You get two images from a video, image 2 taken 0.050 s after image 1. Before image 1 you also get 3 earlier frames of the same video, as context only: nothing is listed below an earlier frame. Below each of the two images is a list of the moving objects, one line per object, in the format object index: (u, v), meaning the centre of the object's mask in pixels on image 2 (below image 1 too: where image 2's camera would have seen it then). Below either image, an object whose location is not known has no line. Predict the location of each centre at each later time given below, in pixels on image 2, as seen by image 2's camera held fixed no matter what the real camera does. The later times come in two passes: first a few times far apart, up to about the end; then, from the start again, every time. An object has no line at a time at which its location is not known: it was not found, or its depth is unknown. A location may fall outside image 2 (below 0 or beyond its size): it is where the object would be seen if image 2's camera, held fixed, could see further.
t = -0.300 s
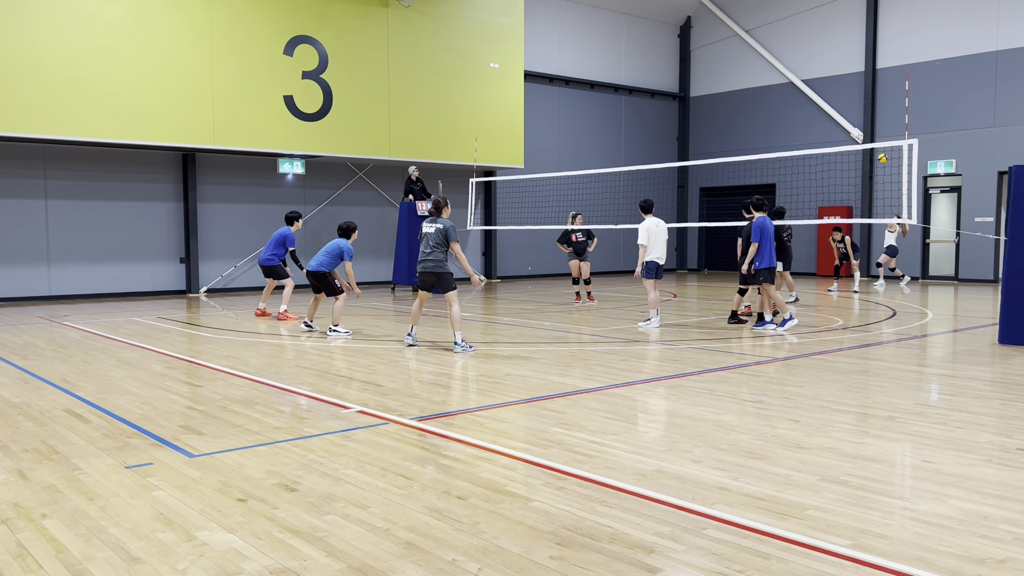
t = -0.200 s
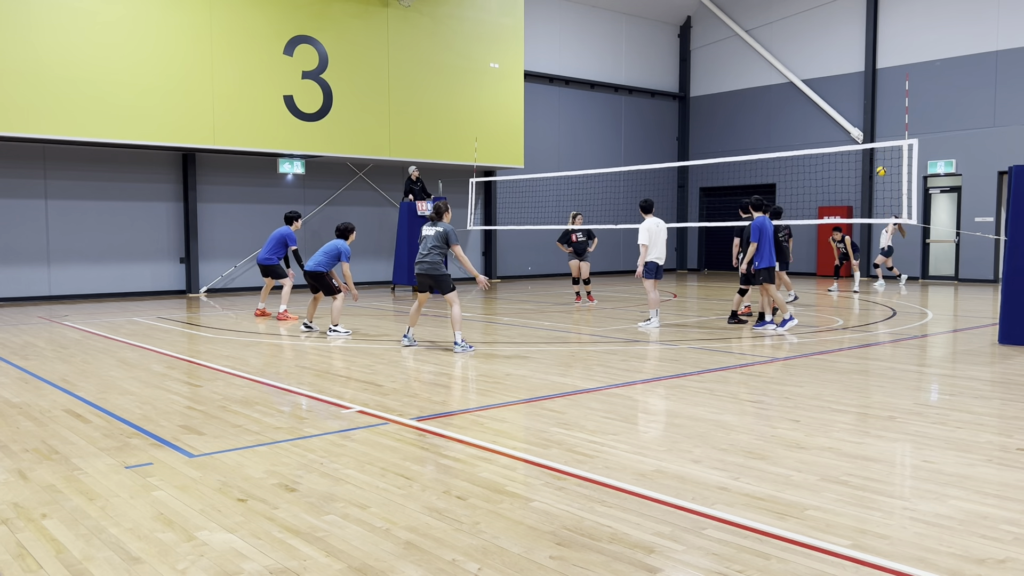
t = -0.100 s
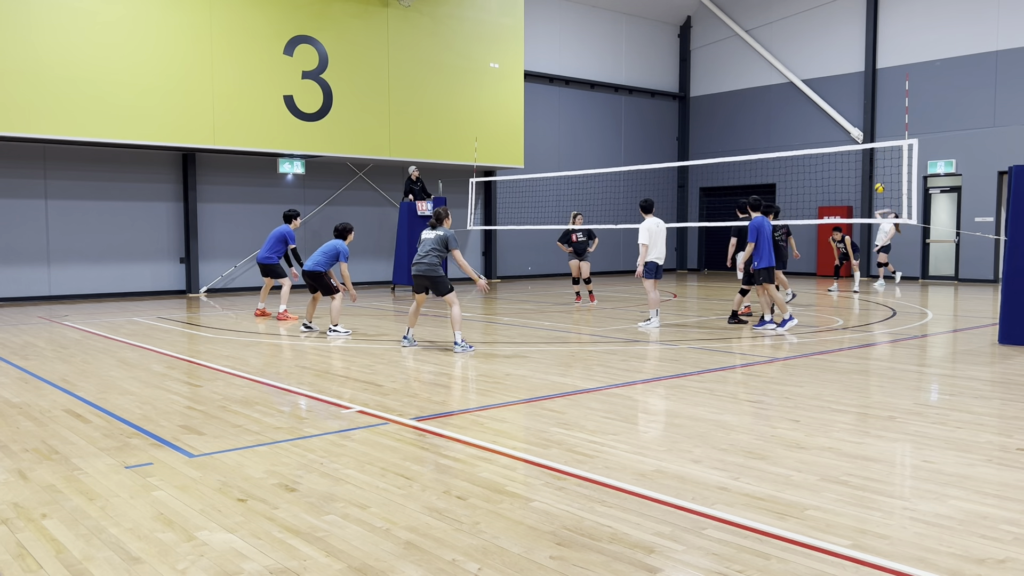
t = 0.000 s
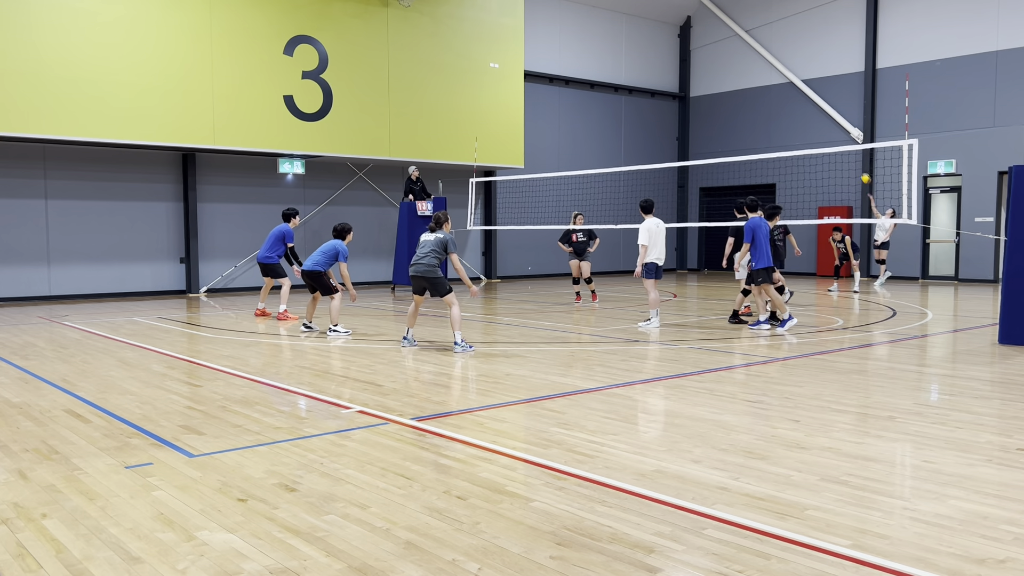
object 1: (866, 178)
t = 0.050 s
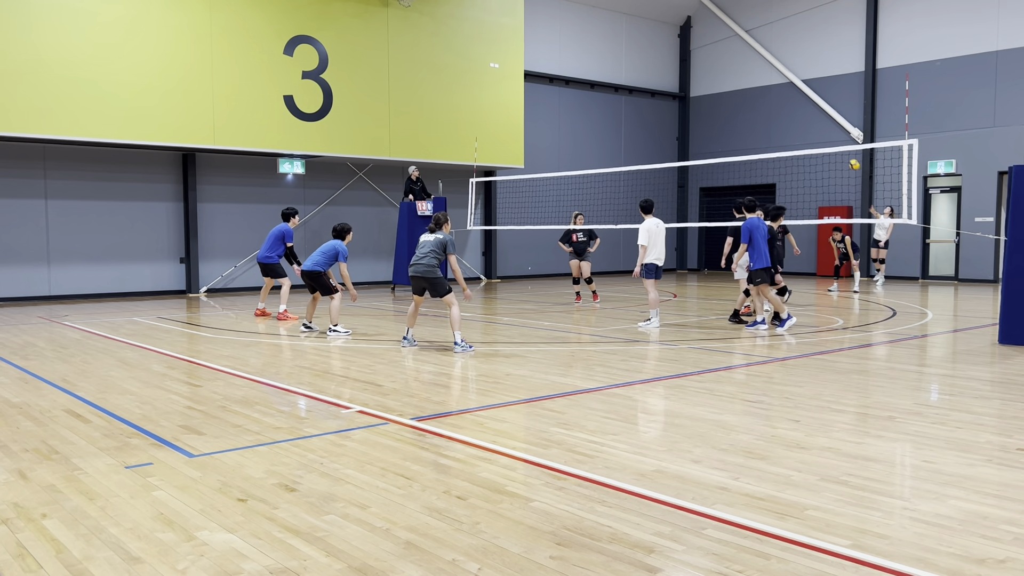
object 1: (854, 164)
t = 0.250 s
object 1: (805, 118)
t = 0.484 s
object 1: (742, 83)
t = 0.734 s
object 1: (665, 75)
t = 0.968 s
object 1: (583, 102)
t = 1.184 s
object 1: (498, 163)
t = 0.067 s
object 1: (850, 160)
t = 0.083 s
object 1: (847, 156)
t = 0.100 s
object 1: (842, 154)
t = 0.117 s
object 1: (838, 146)
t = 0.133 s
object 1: (834, 142)
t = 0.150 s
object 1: (830, 139)
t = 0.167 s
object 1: (826, 135)
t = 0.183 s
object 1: (822, 132)
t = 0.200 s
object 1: (818, 128)
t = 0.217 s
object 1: (814, 125)
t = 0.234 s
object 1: (809, 121)
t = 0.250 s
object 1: (805, 118)
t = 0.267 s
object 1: (801, 115)
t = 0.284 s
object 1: (797, 112)
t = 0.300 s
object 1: (792, 108)
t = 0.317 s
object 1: (788, 105)
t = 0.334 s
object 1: (783, 102)
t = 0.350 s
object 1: (779, 100)
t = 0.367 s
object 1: (775, 97)
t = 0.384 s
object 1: (770, 95)
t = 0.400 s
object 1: (765, 93)
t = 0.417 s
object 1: (761, 91)
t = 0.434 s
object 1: (756, 88)
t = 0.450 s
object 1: (751, 87)
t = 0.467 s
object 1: (747, 84)
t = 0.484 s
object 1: (742, 83)
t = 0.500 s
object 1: (737, 81)
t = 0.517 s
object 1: (733, 80)
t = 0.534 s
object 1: (727, 78)
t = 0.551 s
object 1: (723, 77)
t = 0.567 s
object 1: (718, 76)
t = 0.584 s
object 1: (713, 75)
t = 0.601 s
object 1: (707, 74)
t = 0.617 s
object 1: (702, 74)
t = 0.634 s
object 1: (697, 73)
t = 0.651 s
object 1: (692, 73)
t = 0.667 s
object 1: (686, 73)
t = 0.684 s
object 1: (681, 73)
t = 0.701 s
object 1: (676, 74)
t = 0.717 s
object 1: (671, 74)
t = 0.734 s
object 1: (665, 75)
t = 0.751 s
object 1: (659, 76)
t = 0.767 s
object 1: (654, 76)
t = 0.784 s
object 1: (649, 78)
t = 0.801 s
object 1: (643, 79)
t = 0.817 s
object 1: (637, 80)
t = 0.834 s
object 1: (631, 82)
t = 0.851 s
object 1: (626, 84)
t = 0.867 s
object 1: (619, 86)
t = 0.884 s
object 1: (613, 88)
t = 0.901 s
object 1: (607, 91)
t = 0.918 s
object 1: (602, 93)
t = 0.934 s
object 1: (596, 96)
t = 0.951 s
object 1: (589, 99)
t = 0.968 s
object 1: (583, 102)
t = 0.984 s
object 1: (577, 105)
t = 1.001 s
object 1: (571, 109)
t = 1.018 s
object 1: (564, 113)
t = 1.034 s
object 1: (558, 117)
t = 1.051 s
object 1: (551, 121)
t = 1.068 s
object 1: (545, 126)
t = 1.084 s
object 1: (538, 130)
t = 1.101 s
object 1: (532, 135)
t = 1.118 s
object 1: (525, 140)
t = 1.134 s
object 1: (519, 146)
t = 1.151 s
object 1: (511, 151)
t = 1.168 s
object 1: (505, 157)
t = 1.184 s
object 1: (498, 163)
